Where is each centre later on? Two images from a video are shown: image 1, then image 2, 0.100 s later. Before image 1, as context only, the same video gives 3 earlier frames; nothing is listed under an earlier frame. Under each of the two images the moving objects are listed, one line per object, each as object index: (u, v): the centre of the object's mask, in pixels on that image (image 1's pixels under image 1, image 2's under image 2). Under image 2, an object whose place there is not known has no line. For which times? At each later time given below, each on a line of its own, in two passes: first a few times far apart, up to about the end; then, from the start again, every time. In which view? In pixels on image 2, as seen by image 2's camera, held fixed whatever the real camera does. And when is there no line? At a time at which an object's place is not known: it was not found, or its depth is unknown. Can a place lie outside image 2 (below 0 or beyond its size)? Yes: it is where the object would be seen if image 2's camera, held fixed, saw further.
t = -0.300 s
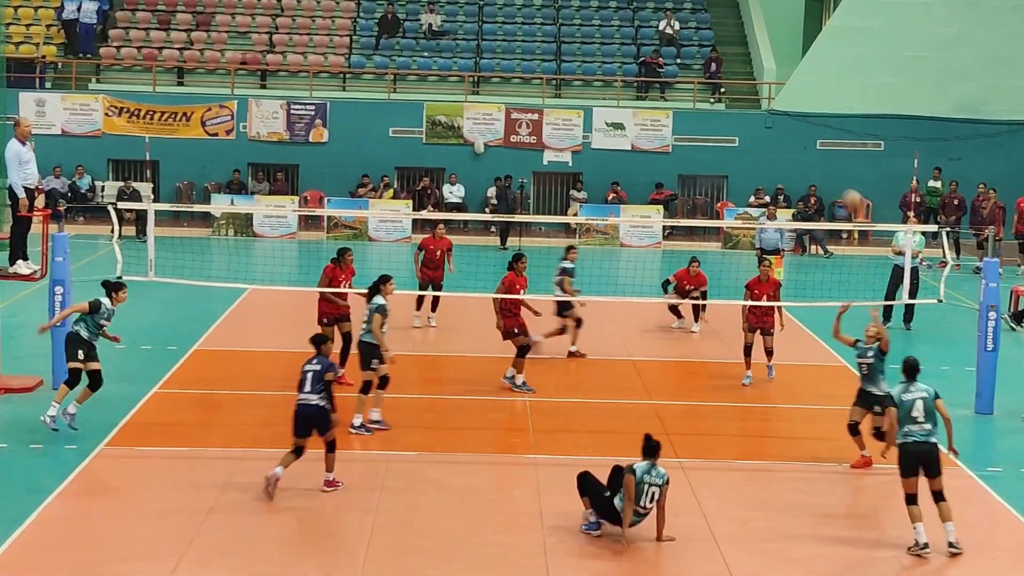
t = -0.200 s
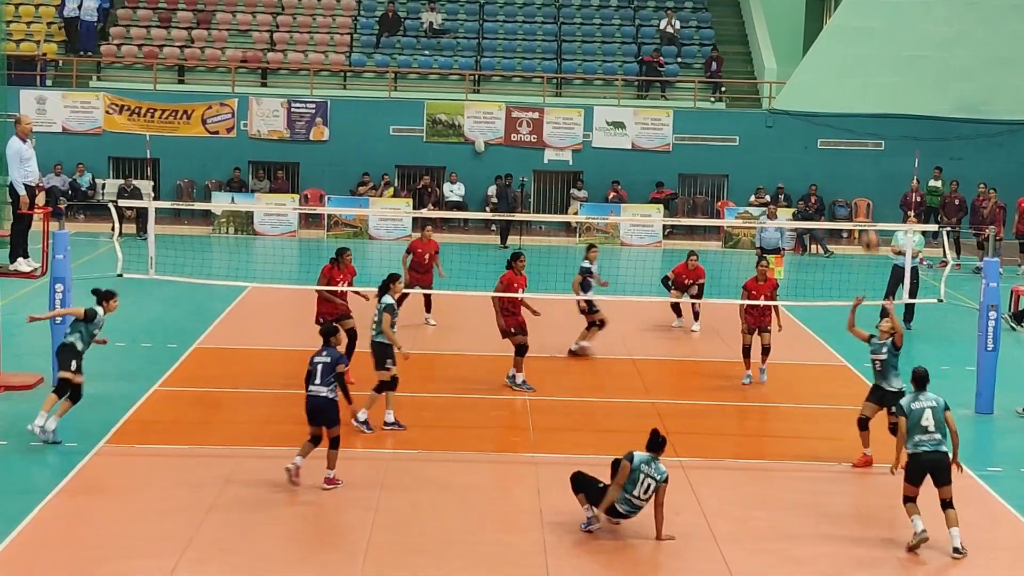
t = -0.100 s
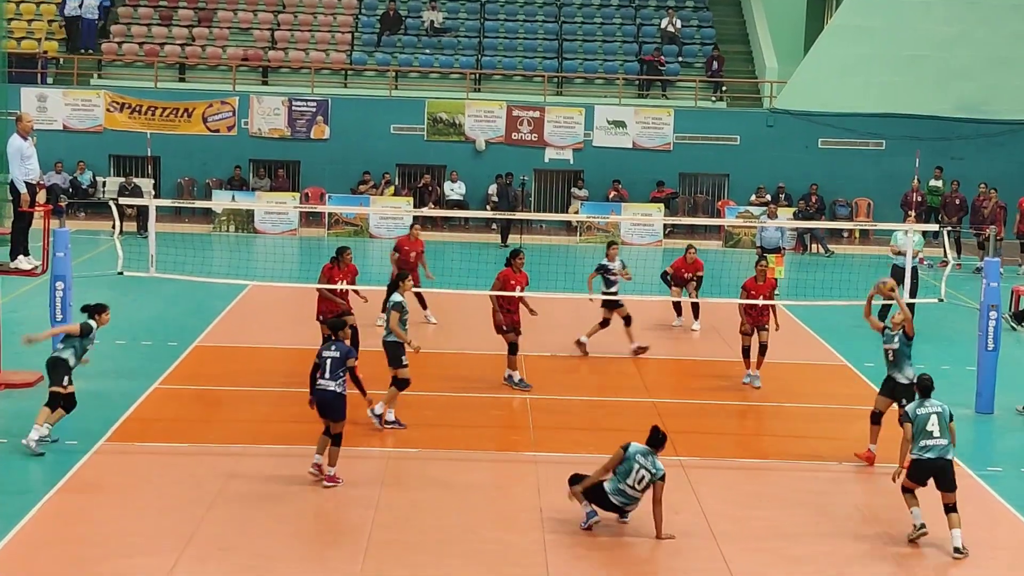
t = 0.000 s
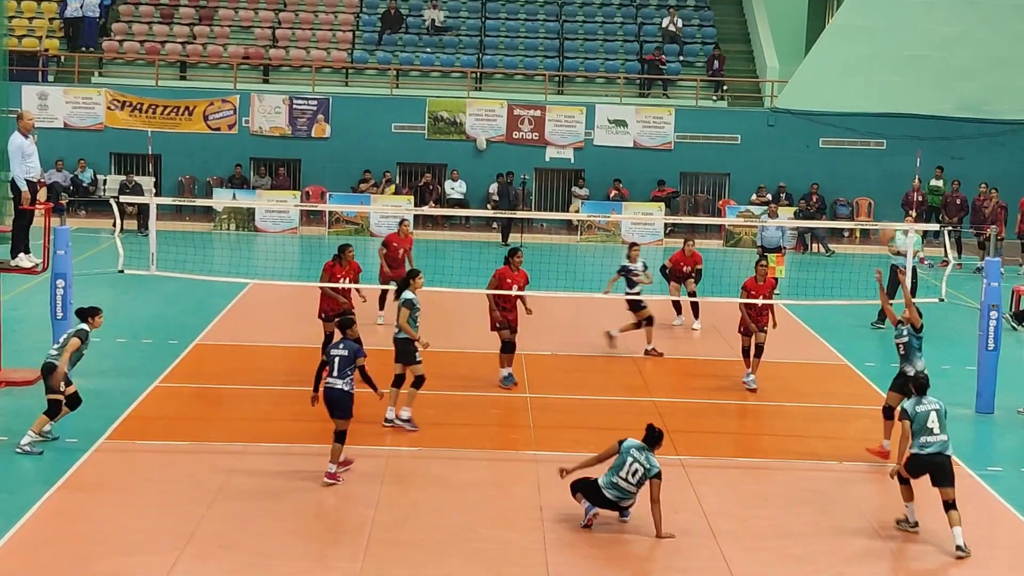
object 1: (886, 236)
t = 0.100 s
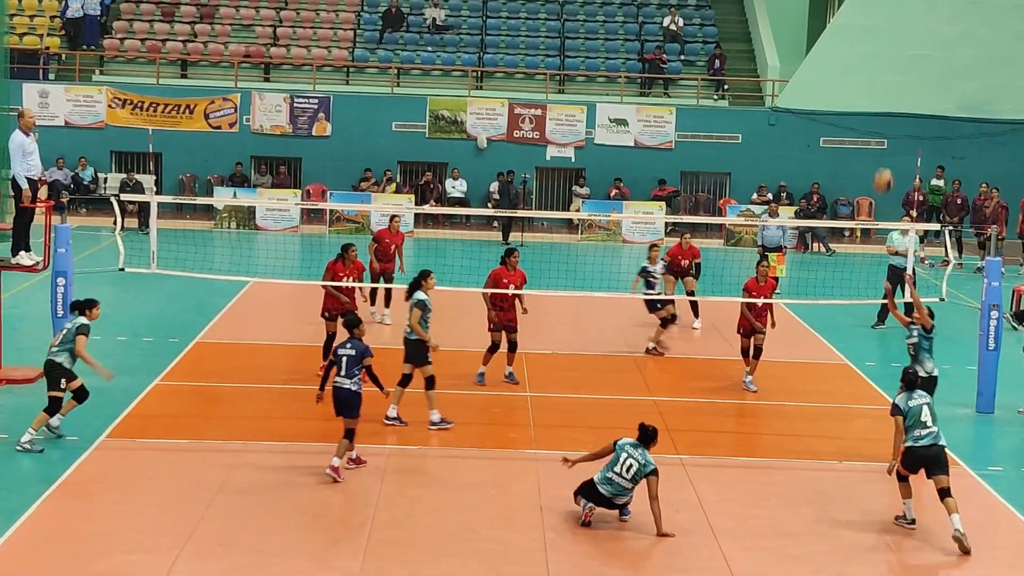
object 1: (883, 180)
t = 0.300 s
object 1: (873, 105)
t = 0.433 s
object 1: (865, 75)
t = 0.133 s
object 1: (881, 165)
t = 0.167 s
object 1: (880, 152)
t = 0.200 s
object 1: (879, 136)
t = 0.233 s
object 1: (877, 125)
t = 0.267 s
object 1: (875, 115)
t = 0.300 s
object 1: (873, 105)
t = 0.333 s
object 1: (871, 95)
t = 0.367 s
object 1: (870, 87)
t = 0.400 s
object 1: (867, 80)
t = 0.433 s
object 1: (865, 75)
